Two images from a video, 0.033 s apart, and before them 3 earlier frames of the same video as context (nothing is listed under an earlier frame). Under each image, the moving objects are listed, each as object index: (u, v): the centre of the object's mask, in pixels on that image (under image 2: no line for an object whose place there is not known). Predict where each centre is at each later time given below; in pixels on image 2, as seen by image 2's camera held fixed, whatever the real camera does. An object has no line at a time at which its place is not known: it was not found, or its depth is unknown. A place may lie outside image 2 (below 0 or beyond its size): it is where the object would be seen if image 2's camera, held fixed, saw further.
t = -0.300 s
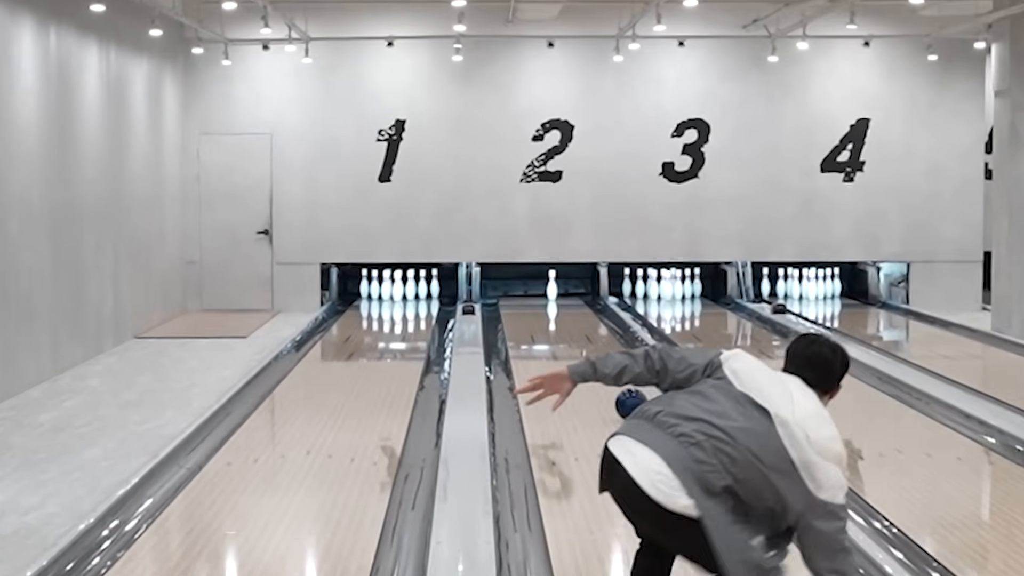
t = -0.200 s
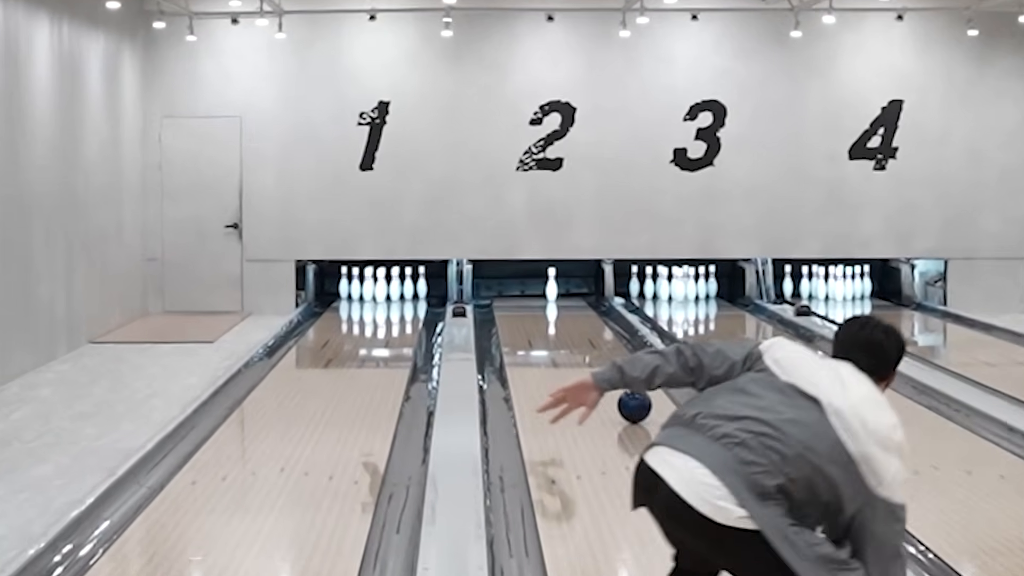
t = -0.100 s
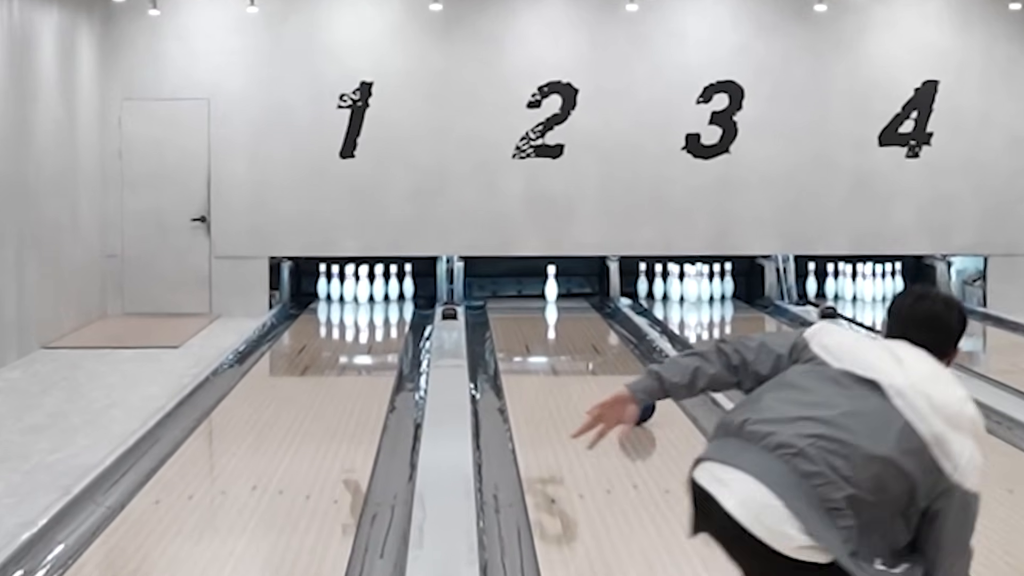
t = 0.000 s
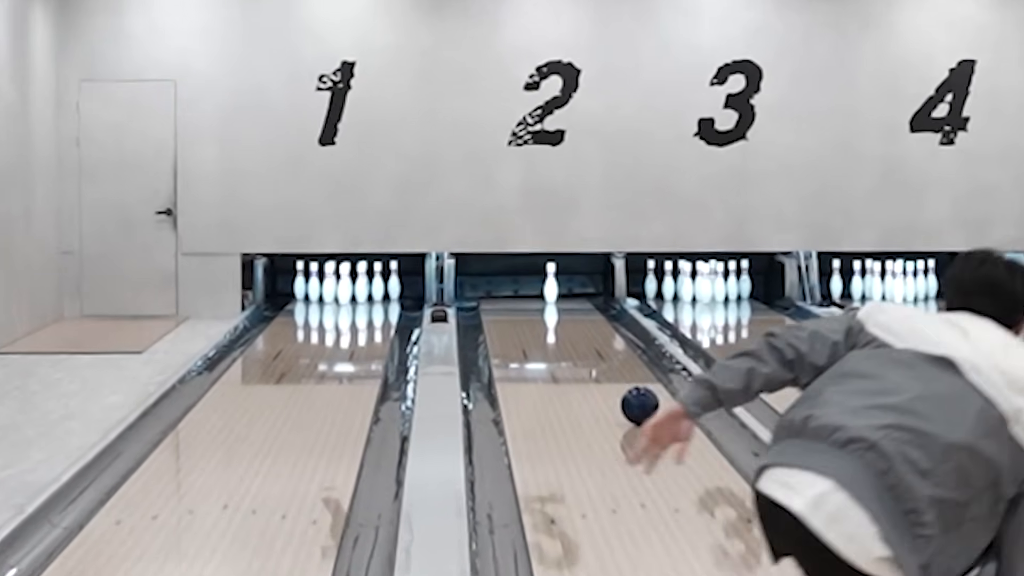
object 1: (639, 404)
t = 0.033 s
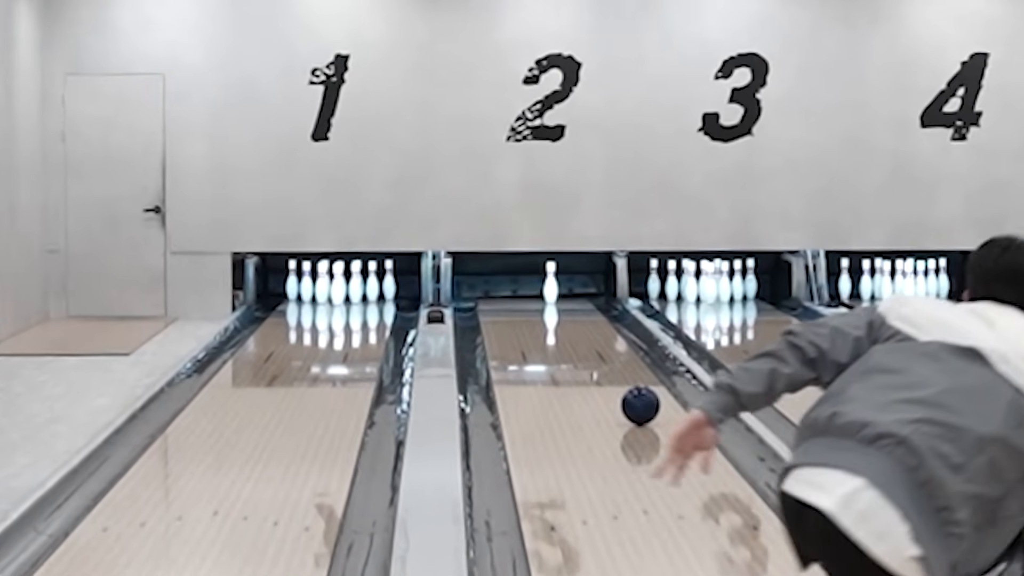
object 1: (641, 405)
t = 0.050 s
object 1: (640, 403)
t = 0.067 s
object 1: (639, 401)
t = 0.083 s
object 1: (638, 399)
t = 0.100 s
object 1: (637, 398)
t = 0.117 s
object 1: (636, 396)
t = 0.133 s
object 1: (635, 394)
